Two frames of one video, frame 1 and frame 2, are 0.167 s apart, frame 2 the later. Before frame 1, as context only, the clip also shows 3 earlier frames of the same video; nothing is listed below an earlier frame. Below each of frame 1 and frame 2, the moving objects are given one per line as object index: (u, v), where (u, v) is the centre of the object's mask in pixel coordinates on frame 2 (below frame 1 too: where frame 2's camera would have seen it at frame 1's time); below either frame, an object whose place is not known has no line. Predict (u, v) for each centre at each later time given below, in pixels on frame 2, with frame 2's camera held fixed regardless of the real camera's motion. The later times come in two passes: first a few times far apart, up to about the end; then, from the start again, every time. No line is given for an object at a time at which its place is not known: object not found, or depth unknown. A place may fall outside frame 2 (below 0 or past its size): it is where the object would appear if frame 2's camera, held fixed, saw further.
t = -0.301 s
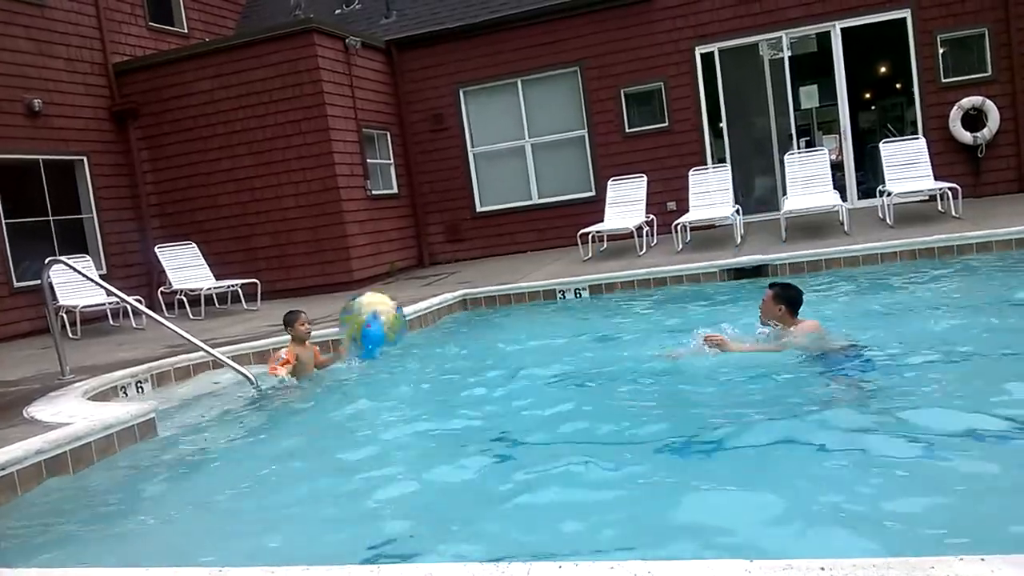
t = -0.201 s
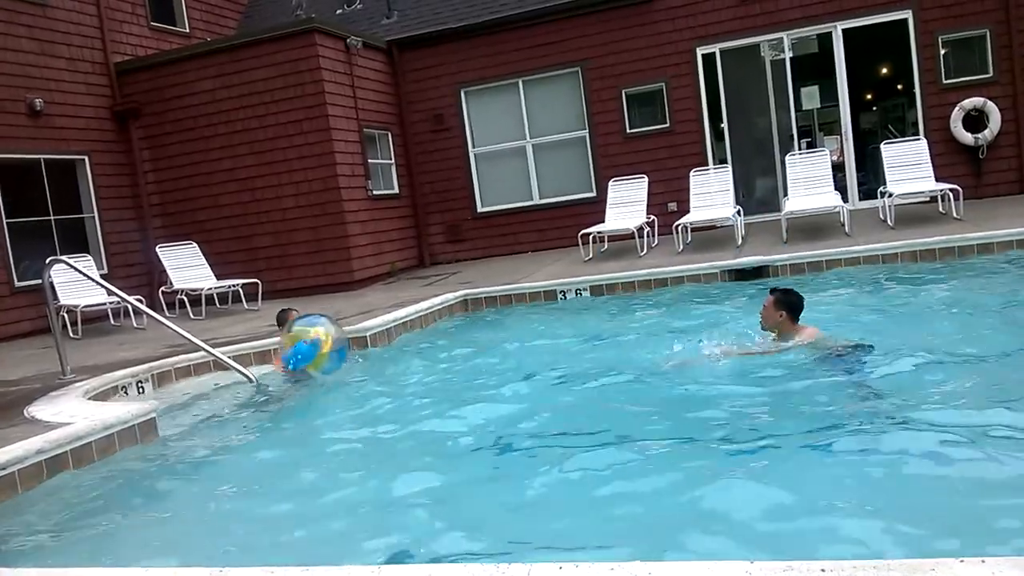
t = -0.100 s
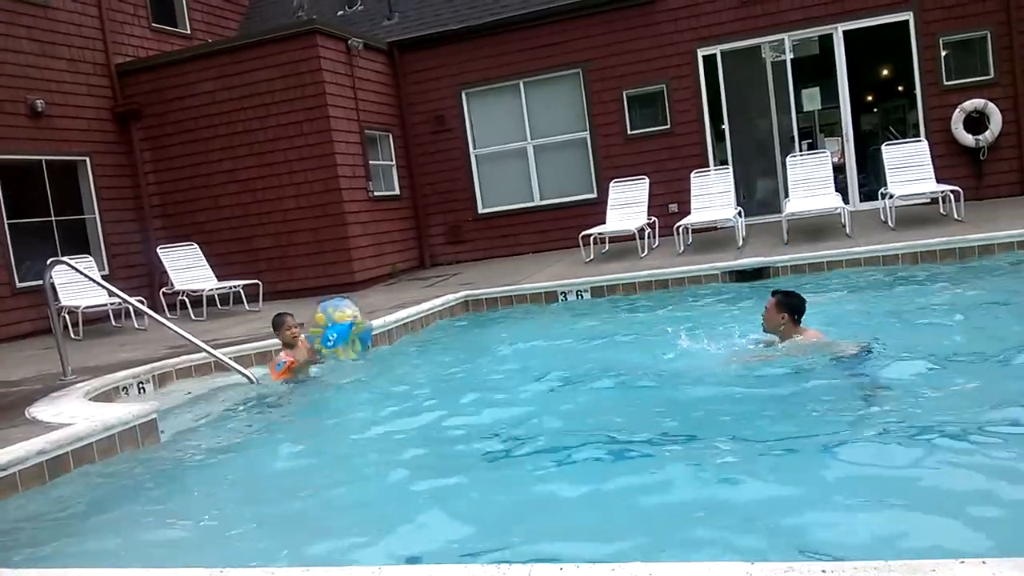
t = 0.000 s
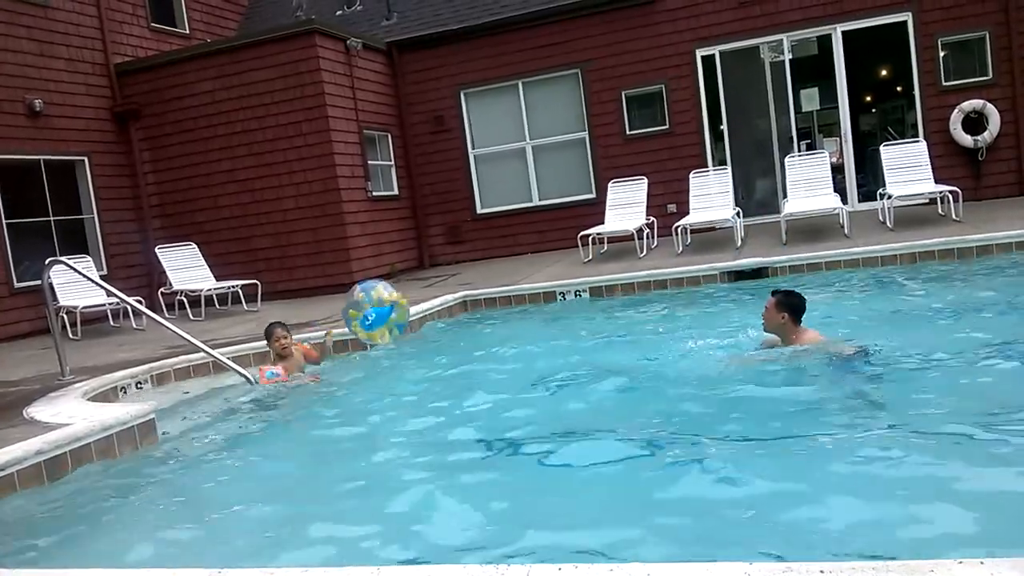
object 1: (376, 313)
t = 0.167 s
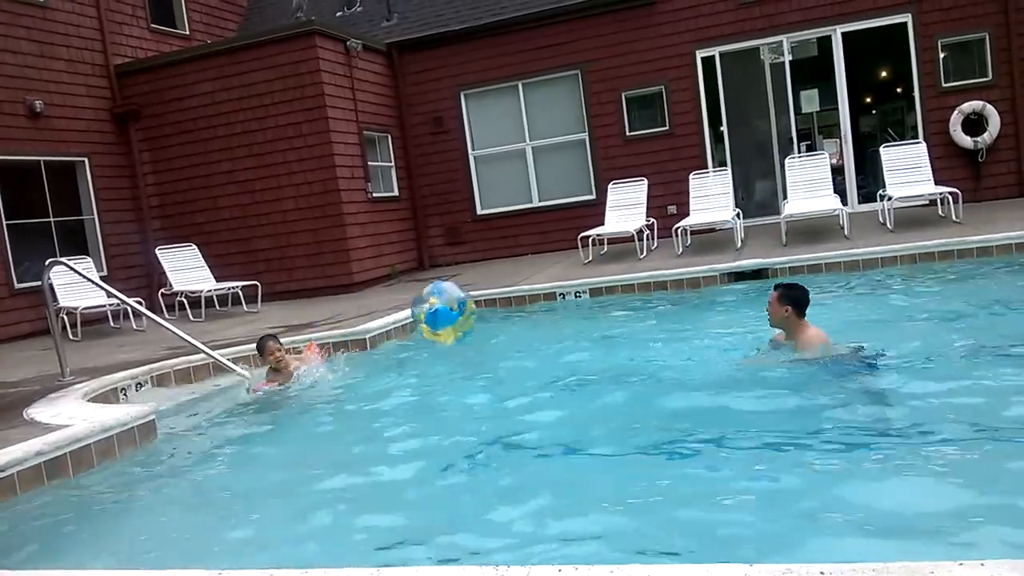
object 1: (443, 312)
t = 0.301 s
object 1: (495, 330)
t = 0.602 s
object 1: (525, 319)
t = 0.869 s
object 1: (550, 316)
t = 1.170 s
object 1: (573, 310)
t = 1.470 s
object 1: (588, 305)
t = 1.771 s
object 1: (598, 306)
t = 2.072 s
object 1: (604, 303)
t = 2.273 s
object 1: (606, 299)
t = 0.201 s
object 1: (457, 316)
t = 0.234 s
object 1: (470, 322)
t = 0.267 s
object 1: (484, 329)
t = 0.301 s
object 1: (495, 330)
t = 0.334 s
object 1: (501, 330)
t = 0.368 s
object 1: (504, 330)
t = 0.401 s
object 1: (507, 329)
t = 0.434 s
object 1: (510, 328)
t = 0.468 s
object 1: (513, 326)
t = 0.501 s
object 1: (516, 325)
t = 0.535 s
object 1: (519, 322)
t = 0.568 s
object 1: (521, 321)
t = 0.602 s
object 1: (525, 319)
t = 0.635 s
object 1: (529, 318)
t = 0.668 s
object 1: (534, 317)
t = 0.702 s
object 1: (536, 317)
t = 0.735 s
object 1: (539, 317)
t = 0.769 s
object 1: (542, 317)
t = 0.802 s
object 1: (545, 317)
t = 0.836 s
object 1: (548, 316)
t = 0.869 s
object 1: (550, 316)
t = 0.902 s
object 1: (553, 316)
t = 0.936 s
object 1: (556, 315)
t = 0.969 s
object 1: (558, 315)
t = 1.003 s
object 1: (562, 315)
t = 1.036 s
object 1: (564, 314)
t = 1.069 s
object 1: (567, 314)
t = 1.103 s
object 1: (569, 313)
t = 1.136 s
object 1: (571, 312)
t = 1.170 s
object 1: (573, 310)
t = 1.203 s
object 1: (575, 309)
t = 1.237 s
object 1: (576, 307)
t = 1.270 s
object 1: (578, 306)
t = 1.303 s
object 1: (580, 305)
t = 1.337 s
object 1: (581, 304)
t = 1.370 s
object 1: (584, 304)
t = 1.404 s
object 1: (585, 304)
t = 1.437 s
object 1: (587, 305)
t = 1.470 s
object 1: (588, 305)
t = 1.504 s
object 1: (589, 306)
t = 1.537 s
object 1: (590, 306)
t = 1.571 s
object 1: (591, 306)
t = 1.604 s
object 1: (593, 306)
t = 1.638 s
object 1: (594, 307)
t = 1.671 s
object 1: (595, 306)
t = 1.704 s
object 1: (596, 306)
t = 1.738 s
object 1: (597, 306)
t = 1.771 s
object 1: (598, 306)
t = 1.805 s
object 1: (599, 306)
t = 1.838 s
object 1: (599, 306)
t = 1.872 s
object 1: (600, 306)
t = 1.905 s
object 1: (601, 306)
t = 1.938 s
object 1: (602, 305)
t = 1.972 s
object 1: (603, 305)
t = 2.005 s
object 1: (603, 304)
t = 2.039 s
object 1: (604, 303)
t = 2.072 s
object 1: (604, 303)
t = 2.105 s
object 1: (605, 302)
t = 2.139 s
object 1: (605, 301)
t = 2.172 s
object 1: (605, 300)
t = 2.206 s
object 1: (605, 300)
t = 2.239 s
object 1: (605, 299)
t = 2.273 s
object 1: (606, 299)
